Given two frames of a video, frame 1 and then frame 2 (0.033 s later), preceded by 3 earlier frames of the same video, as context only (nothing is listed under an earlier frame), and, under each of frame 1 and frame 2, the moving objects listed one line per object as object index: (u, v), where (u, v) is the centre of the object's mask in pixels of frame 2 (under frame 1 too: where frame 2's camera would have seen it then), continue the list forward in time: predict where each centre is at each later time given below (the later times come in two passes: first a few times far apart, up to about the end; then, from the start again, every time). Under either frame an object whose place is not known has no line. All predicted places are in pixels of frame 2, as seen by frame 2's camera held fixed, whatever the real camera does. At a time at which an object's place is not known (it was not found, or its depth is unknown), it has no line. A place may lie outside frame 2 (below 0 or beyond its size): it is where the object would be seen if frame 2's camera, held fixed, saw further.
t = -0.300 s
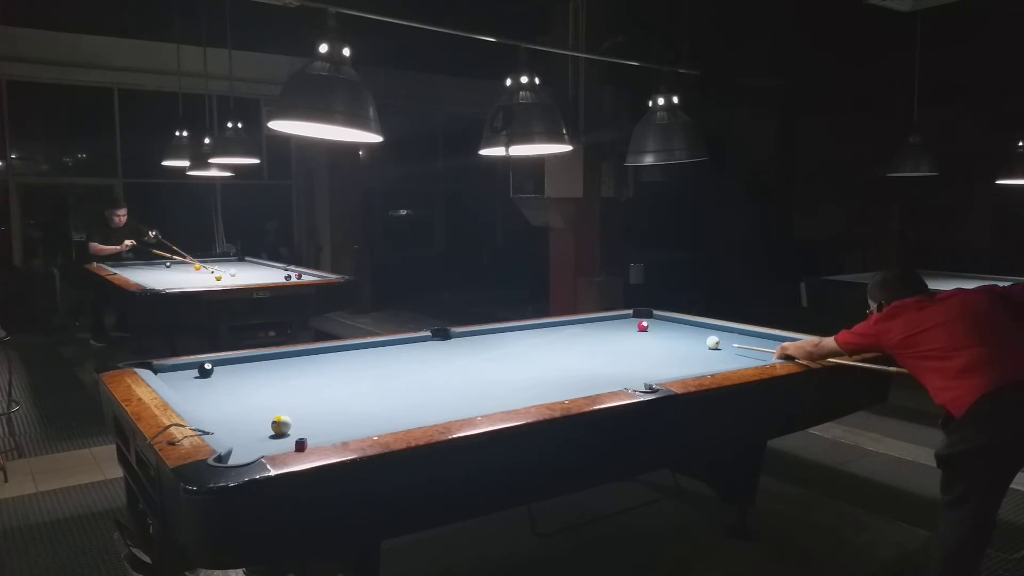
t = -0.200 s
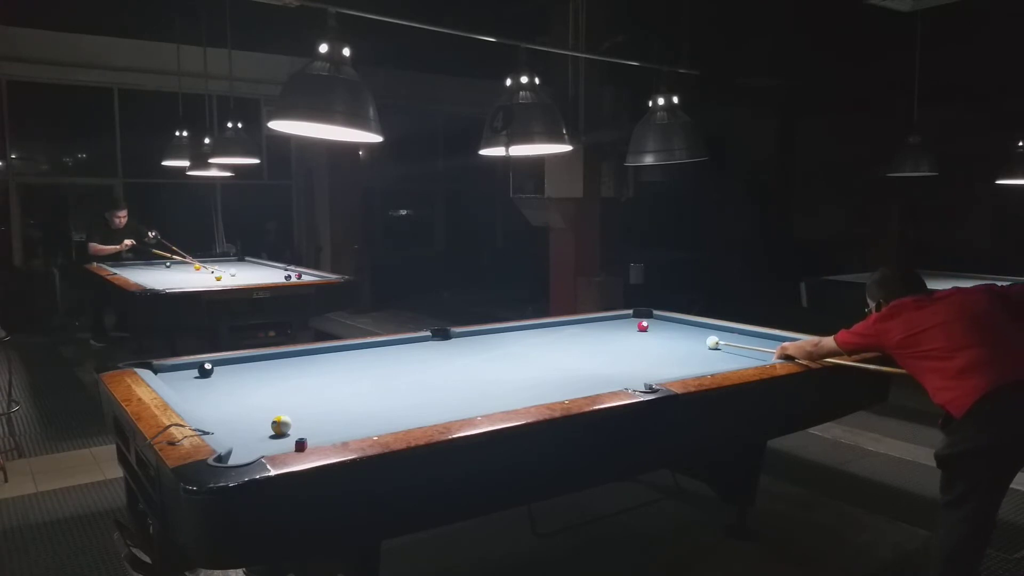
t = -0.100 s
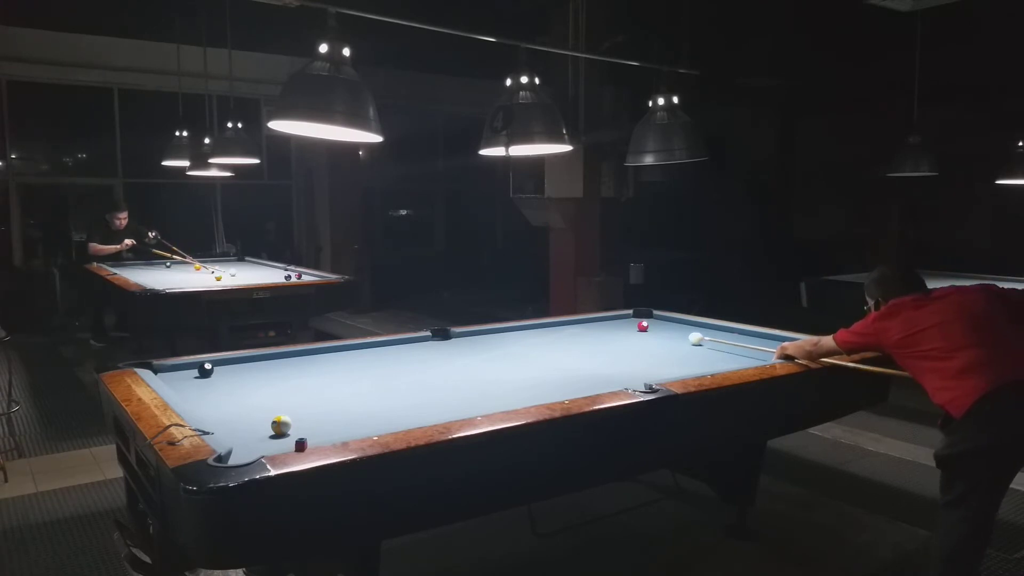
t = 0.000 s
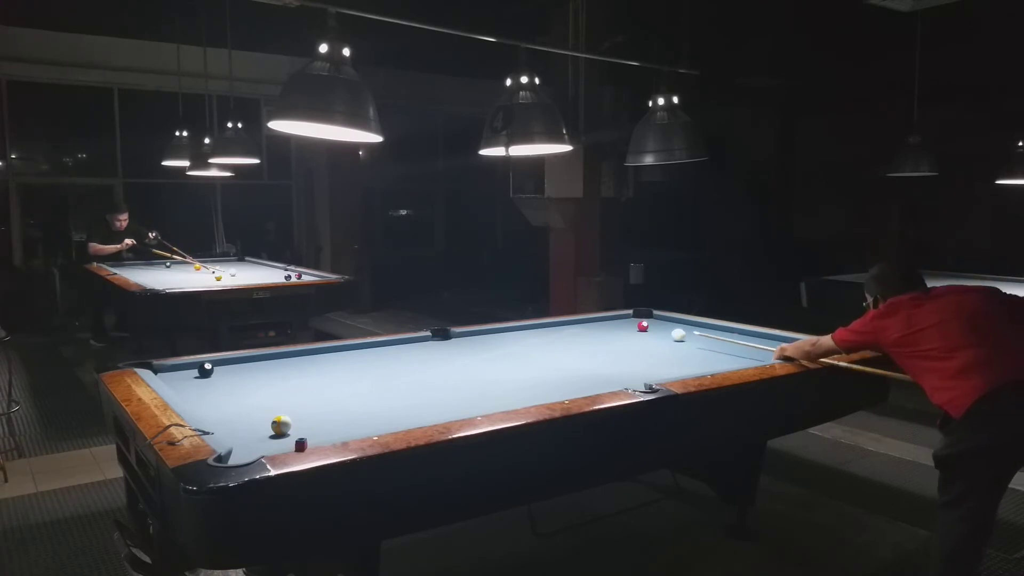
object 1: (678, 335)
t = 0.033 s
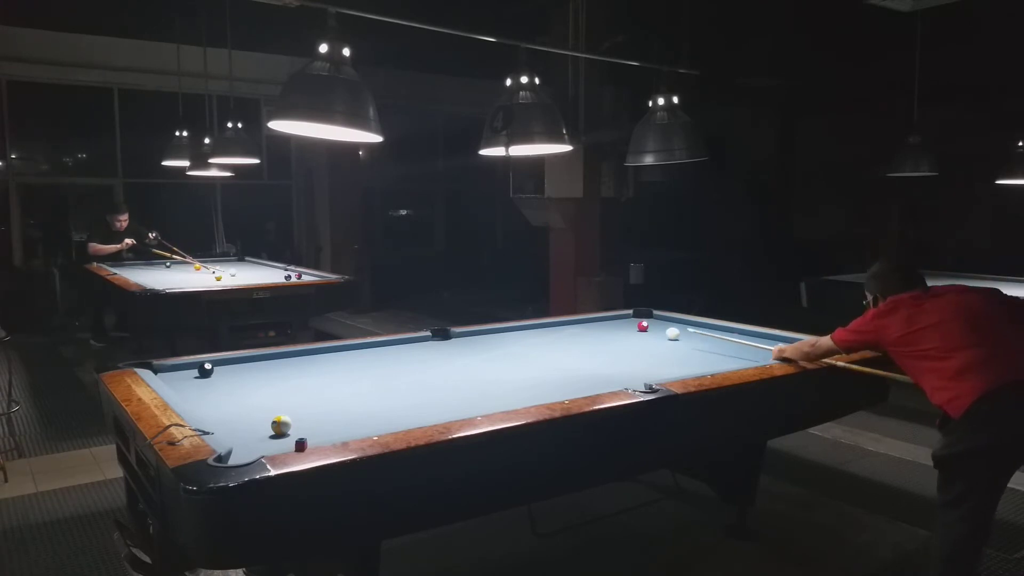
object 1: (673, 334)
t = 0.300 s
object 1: (632, 327)
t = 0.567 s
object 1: (597, 325)
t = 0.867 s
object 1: (563, 323)
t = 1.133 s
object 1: (559, 326)
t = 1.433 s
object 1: (556, 330)
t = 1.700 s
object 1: (552, 334)
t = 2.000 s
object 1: (549, 338)
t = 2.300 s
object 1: (546, 342)
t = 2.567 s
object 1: (543, 346)
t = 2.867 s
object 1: (540, 350)
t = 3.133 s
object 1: (537, 354)
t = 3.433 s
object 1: (535, 358)
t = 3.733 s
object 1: (533, 361)
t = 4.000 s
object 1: (531, 363)
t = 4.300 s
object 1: (529, 366)
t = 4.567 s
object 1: (528, 368)
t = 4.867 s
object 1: (526, 371)
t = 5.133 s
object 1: (526, 374)
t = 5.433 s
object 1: (525, 375)
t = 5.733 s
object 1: (524, 376)
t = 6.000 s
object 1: (524, 377)
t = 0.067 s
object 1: (667, 333)
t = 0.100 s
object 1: (662, 331)
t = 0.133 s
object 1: (657, 330)
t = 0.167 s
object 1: (652, 329)
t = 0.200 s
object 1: (646, 328)
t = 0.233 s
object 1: (642, 327)
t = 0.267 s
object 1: (637, 327)
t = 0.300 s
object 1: (632, 327)
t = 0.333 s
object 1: (628, 327)
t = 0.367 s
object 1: (623, 326)
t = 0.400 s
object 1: (619, 326)
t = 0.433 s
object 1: (614, 326)
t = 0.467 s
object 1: (610, 326)
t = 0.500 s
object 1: (605, 325)
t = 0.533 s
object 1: (601, 325)
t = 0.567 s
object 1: (597, 325)
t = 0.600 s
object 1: (593, 324)
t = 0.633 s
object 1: (589, 324)
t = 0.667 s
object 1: (584, 324)
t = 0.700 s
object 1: (580, 323)
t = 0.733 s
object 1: (576, 323)
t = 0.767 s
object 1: (572, 323)
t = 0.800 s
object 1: (568, 323)
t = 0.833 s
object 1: (564, 322)
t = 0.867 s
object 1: (563, 323)
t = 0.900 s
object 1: (562, 323)
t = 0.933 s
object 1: (562, 323)
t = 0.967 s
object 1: (561, 324)
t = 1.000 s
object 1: (561, 325)
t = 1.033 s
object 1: (561, 325)
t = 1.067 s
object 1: (560, 325)
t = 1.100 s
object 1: (560, 326)
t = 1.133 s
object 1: (559, 326)
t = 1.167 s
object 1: (559, 327)
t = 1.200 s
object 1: (558, 327)
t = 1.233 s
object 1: (558, 328)
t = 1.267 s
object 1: (557, 328)
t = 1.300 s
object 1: (557, 329)
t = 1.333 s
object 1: (557, 329)
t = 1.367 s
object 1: (556, 329)
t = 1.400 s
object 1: (556, 330)
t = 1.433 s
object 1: (556, 330)
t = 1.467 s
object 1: (555, 331)
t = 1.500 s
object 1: (555, 331)
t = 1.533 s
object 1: (554, 332)
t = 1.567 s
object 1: (554, 332)
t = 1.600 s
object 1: (554, 333)
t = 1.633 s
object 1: (553, 333)
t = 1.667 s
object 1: (553, 334)
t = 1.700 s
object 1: (552, 334)
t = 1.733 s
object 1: (552, 335)
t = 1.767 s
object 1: (552, 335)
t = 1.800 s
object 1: (551, 336)
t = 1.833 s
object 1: (551, 336)
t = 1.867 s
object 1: (550, 336)
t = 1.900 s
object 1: (550, 337)
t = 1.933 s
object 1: (550, 337)
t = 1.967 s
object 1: (549, 338)
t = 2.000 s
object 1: (549, 338)
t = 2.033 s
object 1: (548, 339)
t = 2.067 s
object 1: (548, 339)
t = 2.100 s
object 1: (548, 340)
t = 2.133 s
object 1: (547, 340)
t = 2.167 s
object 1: (547, 340)
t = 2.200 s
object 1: (547, 341)
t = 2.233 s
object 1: (546, 341)
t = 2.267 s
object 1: (546, 342)
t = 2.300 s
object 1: (546, 342)
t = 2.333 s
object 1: (545, 343)
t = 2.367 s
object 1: (545, 343)
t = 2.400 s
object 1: (544, 344)
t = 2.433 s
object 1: (544, 344)
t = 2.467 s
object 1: (544, 345)
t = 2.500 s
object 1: (543, 345)
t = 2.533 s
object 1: (543, 345)
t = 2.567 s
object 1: (543, 346)
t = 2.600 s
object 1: (542, 346)
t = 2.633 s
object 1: (542, 346)
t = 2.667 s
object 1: (542, 347)
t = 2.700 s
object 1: (541, 348)
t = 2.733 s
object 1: (541, 348)
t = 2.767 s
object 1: (541, 349)
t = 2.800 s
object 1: (540, 349)
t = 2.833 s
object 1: (540, 350)
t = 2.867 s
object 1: (540, 350)
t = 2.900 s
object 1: (539, 350)
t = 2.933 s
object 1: (539, 351)
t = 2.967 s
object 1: (539, 351)
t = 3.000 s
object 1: (539, 352)
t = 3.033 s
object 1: (539, 352)
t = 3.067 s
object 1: (538, 353)
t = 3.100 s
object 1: (538, 353)
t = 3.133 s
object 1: (537, 354)
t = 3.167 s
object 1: (537, 354)
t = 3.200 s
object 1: (537, 354)
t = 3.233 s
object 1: (537, 355)
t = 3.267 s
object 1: (537, 356)
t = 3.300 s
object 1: (536, 356)
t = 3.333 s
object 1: (536, 356)
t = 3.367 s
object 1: (536, 357)
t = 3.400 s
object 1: (535, 357)
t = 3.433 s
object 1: (535, 358)
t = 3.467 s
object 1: (535, 358)
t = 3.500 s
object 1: (535, 358)
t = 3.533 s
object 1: (534, 359)
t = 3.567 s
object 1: (534, 359)
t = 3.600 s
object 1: (534, 360)
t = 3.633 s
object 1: (533, 360)
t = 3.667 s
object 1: (533, 361)
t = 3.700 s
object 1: (533, 361)
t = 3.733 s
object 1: (533, 361)
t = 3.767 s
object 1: (533, 361)
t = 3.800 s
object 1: (532, 362)
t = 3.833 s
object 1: (532, 362)
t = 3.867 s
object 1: (532, 362)
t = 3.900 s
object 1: (532, 362)
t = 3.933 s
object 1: (531, 362)
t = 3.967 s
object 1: (531, 363)
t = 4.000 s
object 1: (531, 363)
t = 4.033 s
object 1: (531, 363)
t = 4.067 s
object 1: (531, 364)
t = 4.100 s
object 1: (530, 364)
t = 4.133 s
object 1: (530, 364)
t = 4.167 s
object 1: (530, 364)
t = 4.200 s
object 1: (530, 364)
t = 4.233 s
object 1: (530, 365)
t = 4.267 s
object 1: (530, 365)
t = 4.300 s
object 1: (529, 366)
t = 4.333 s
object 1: (529, 366)
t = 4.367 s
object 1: (529, 366)
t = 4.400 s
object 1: (529, 368)
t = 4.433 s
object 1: (529, 367)
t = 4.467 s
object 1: (528, 368)
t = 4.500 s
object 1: (528, 368)
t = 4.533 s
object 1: (528, 368)
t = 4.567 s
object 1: (528, 368)
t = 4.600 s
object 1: (527, 369)
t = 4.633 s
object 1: (527, 370)
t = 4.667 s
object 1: (527, 370)
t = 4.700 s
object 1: (527, 369)
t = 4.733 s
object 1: (527, 369)
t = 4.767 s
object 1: (527, 369)
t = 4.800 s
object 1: (527, 372)
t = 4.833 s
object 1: (526, 371)
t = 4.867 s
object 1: (526, 371)
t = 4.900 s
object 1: (526, 372)
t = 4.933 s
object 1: (526, 371)
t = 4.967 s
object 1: (526, 371)
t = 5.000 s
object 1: (526, 371)
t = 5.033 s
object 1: (526, 372)
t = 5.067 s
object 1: (526, 373)
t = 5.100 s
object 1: (526, 374)
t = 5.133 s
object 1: (526, 374)
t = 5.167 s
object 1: (526, 373)
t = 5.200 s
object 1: (525, 374)
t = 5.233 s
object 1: (525, 375)
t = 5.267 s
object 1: (525, 375)
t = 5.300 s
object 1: (525, 375)
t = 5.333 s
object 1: (525, 375)
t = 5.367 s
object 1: (525, 375)
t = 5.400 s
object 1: (525, 375)
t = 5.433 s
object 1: (525, 375)
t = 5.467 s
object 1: (525, 375)
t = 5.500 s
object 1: (525, 375)
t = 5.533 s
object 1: (525, 376)
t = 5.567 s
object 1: (525, 376)
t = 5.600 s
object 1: (525, 376)
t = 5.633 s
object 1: (525, 376)
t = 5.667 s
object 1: (524, 376)
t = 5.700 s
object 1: (524, 376)
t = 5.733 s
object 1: (524, 376)
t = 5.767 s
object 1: (524, 376)
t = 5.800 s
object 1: (524, 376)
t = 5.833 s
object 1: (524, 376)
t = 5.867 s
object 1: (524, 376)
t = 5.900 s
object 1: (524, 376)
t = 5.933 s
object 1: (524, 376)
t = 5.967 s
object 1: (524, 376)
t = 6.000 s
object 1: (524, 377)
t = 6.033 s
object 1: (524, 378)
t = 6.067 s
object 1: (524, 378)
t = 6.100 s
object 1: (524, 377)
